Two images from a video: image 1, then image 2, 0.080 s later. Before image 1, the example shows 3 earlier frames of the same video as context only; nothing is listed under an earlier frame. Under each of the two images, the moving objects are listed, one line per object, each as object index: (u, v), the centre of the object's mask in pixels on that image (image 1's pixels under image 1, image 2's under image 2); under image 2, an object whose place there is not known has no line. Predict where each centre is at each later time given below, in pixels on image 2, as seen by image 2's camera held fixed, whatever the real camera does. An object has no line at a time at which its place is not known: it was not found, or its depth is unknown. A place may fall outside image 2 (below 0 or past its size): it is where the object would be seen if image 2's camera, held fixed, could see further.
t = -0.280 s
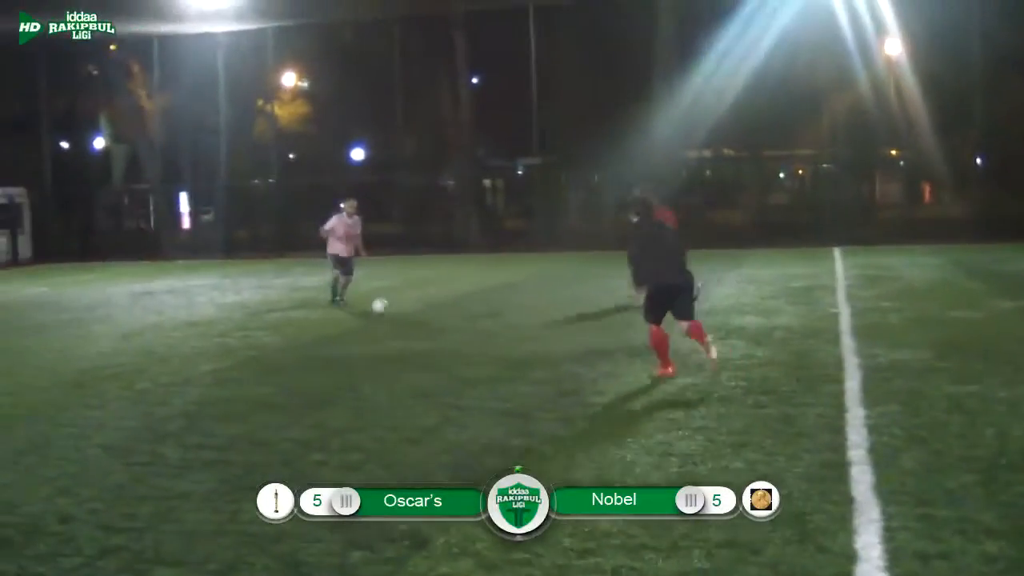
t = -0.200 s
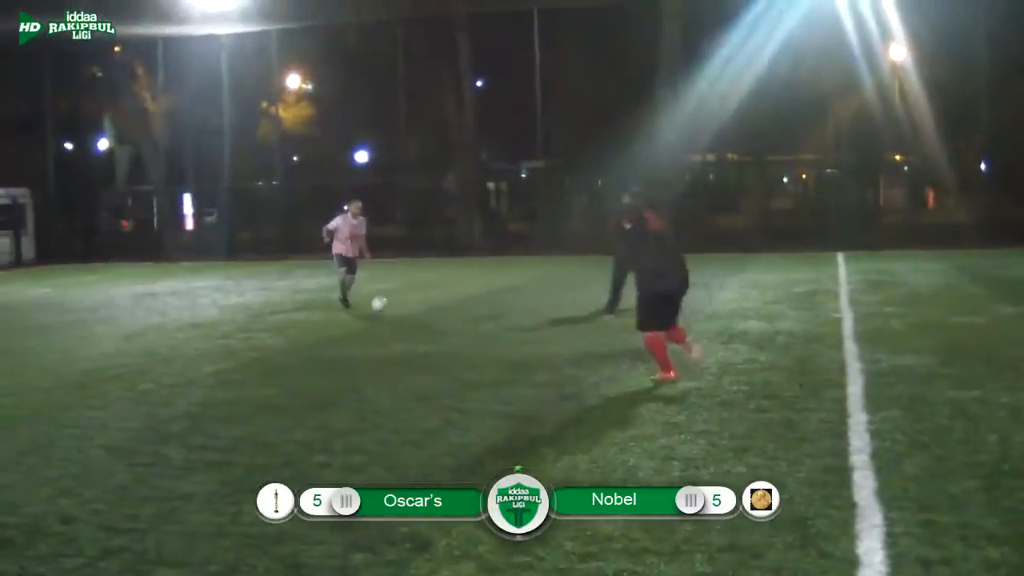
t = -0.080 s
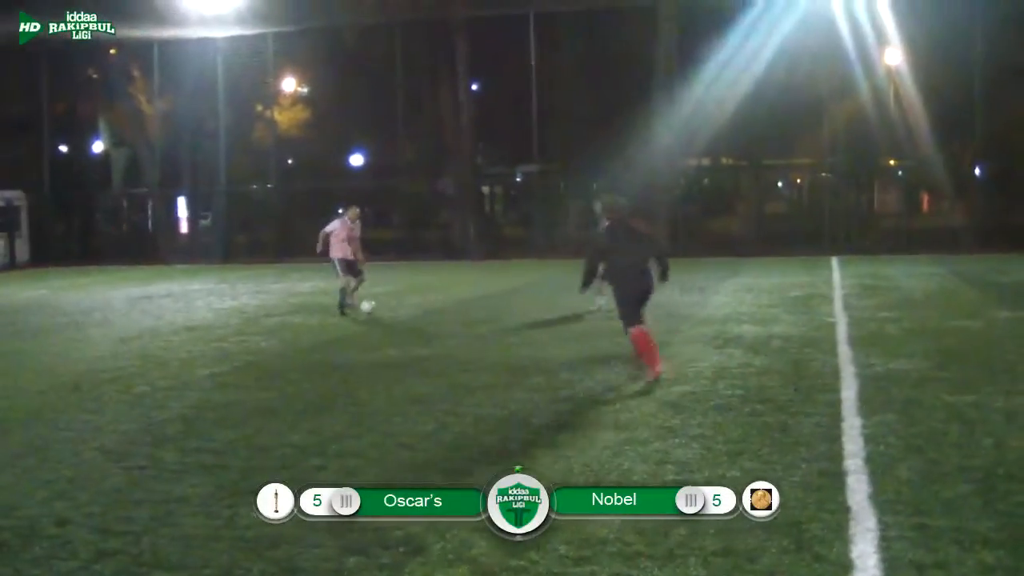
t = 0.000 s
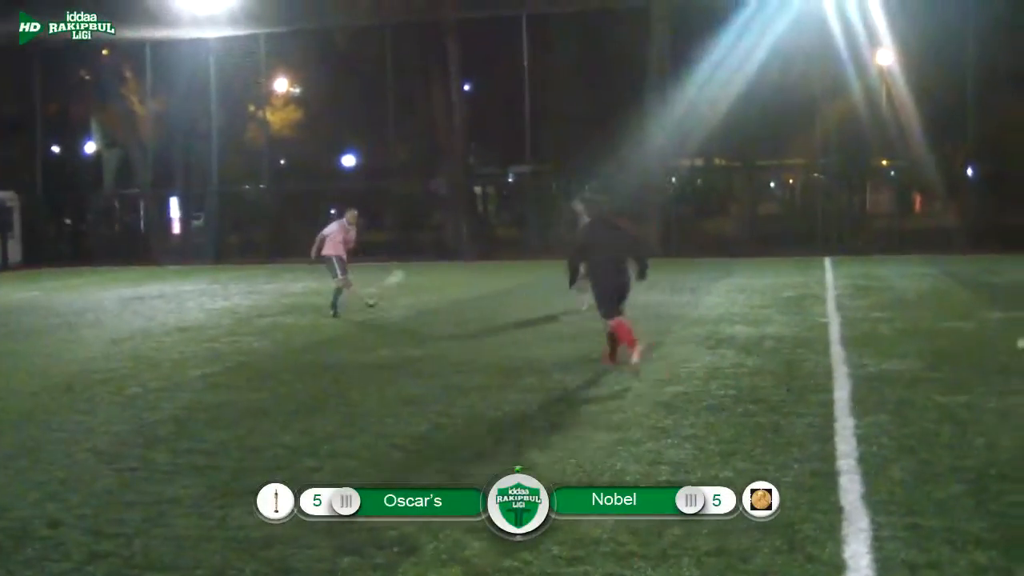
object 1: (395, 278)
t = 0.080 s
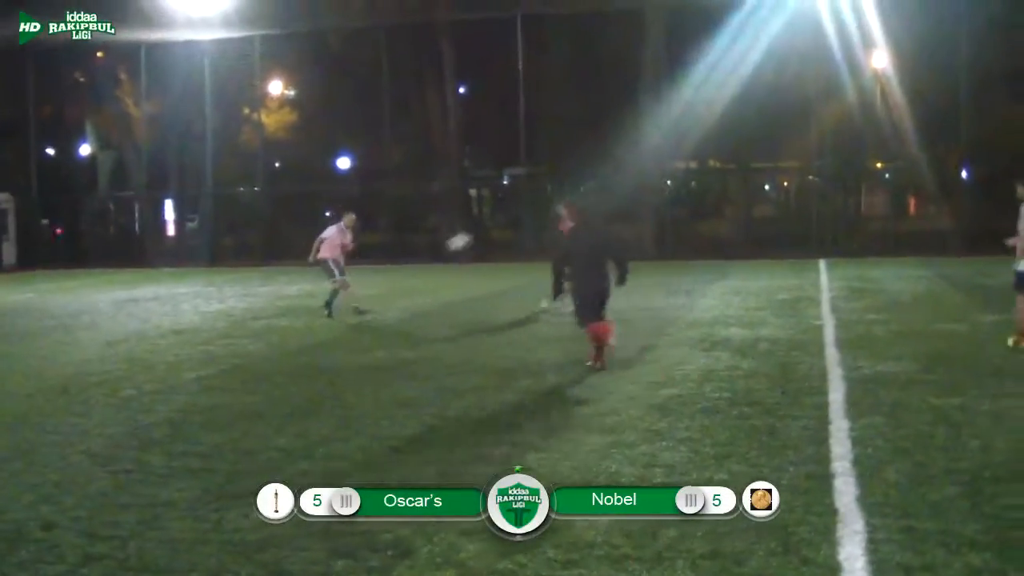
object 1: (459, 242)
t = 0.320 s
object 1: (658, 136)
